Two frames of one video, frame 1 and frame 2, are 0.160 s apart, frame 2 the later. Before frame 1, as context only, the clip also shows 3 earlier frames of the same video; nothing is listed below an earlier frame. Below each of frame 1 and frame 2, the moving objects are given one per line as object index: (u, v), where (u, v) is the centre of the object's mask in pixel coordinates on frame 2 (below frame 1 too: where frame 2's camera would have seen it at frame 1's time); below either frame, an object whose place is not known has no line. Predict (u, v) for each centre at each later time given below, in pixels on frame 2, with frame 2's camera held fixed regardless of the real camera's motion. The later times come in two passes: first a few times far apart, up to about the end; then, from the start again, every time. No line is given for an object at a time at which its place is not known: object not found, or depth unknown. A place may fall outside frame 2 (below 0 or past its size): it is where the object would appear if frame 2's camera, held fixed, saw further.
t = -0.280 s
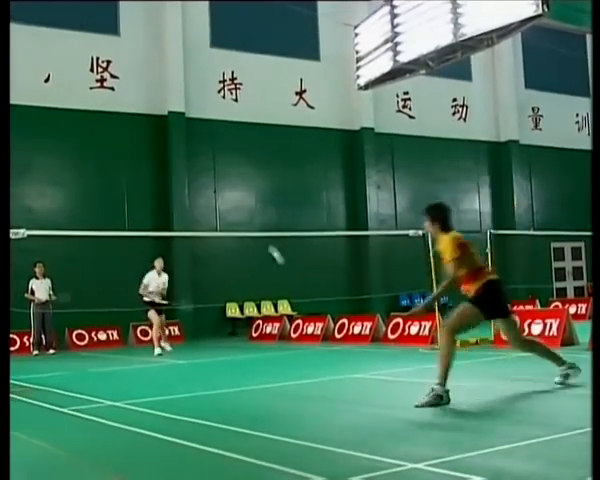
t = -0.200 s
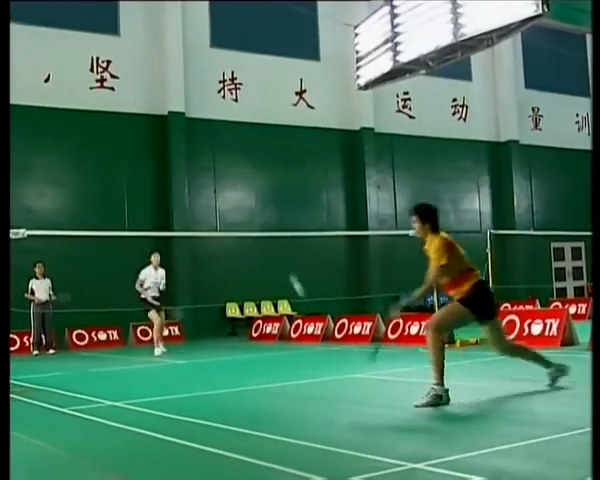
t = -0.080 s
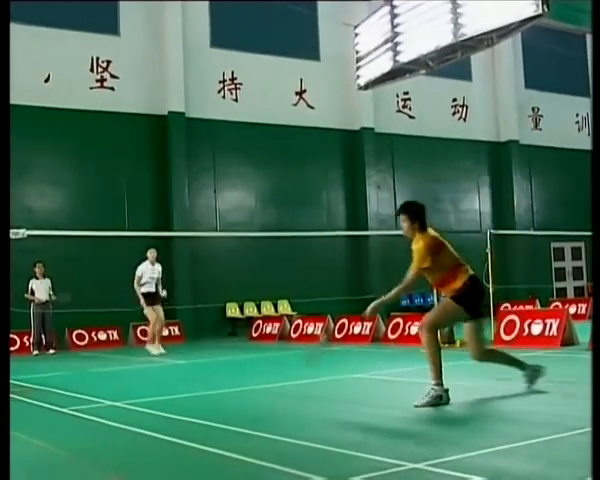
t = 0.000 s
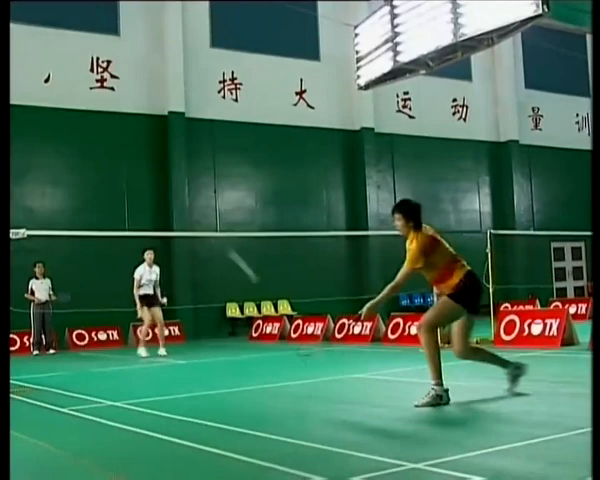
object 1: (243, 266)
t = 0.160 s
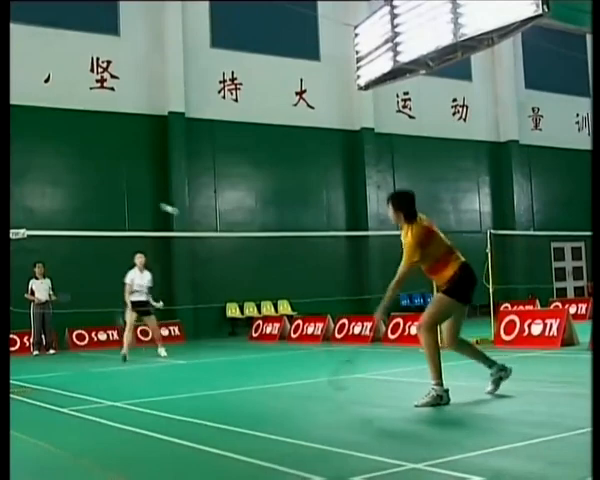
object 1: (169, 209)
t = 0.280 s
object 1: (134, 196)
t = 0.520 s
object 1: (91, 214)
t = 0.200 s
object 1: (155, 203)
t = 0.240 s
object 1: (144, 198)
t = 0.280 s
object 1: (134, 196)
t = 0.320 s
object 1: (124, 195)
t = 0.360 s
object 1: (116, 196)
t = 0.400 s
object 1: (109, 199)
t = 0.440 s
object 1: (102, 203)
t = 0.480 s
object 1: (96, 208)
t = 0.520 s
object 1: (91, 214)
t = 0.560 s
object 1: (85, 221)
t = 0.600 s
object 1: (82, 228)
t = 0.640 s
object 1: (76, 240)
